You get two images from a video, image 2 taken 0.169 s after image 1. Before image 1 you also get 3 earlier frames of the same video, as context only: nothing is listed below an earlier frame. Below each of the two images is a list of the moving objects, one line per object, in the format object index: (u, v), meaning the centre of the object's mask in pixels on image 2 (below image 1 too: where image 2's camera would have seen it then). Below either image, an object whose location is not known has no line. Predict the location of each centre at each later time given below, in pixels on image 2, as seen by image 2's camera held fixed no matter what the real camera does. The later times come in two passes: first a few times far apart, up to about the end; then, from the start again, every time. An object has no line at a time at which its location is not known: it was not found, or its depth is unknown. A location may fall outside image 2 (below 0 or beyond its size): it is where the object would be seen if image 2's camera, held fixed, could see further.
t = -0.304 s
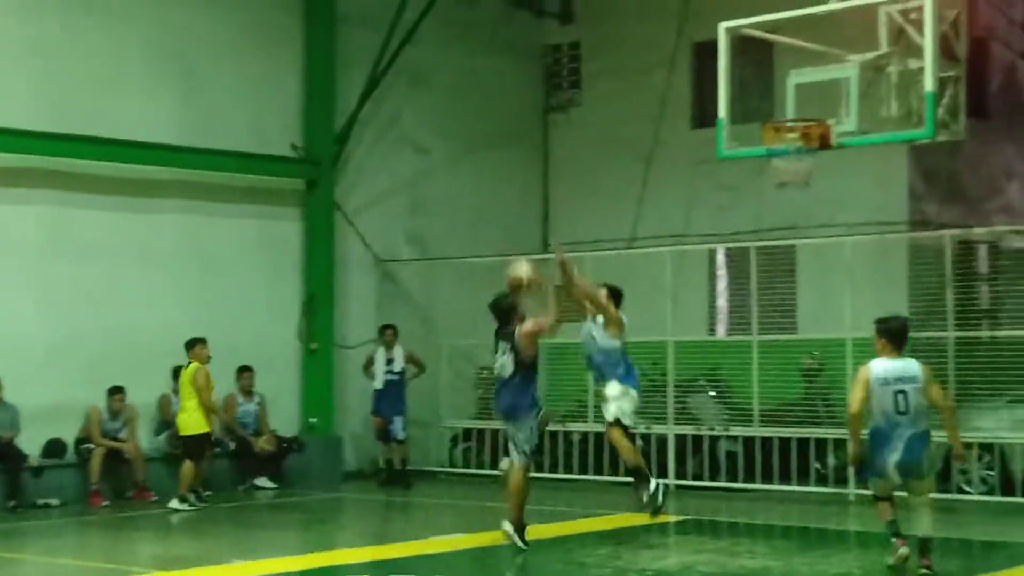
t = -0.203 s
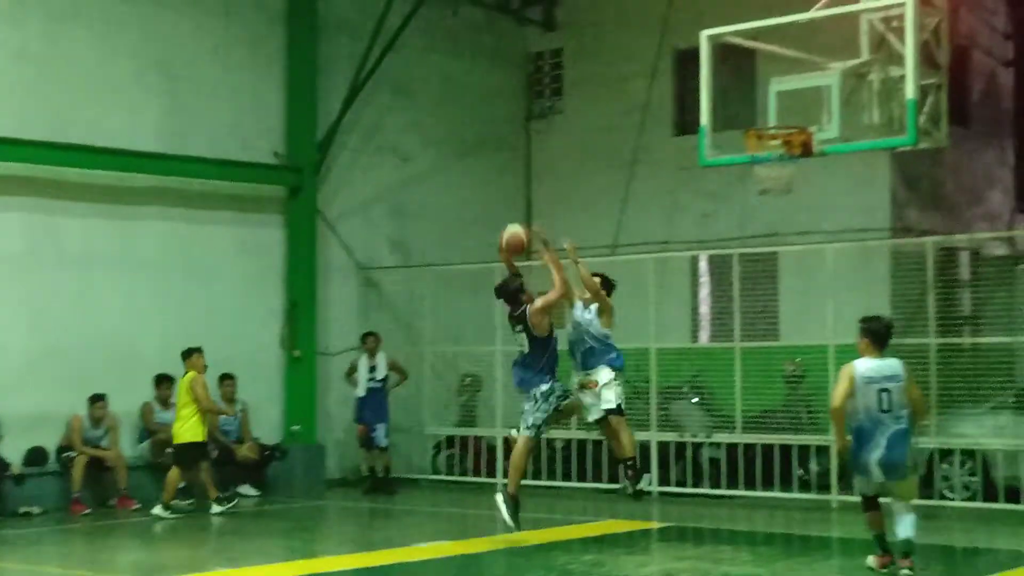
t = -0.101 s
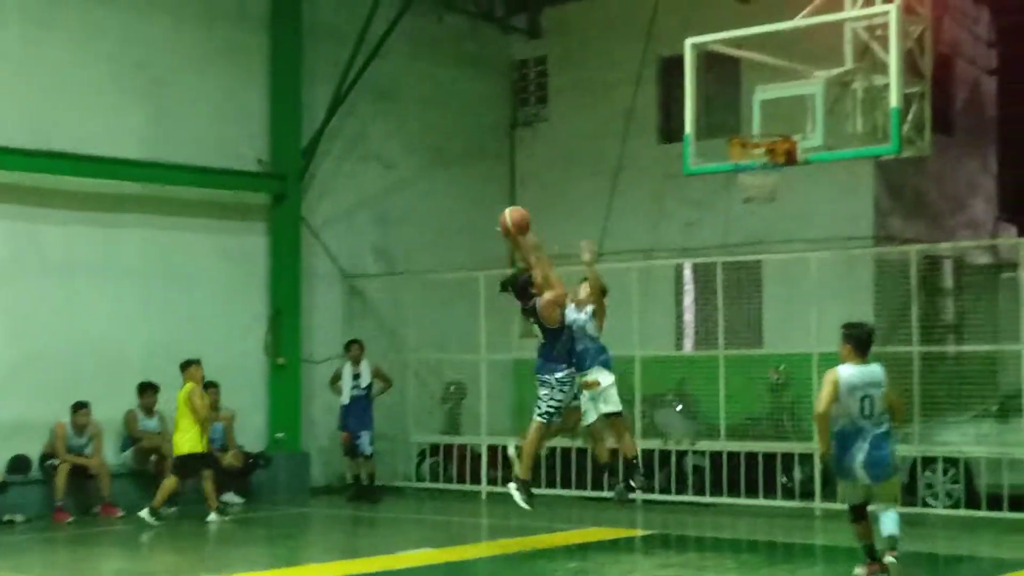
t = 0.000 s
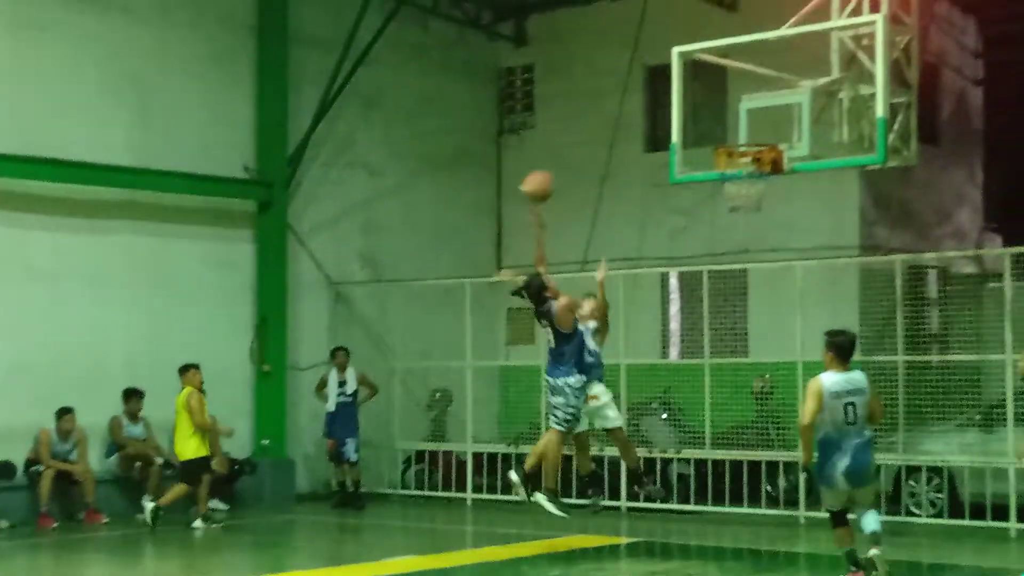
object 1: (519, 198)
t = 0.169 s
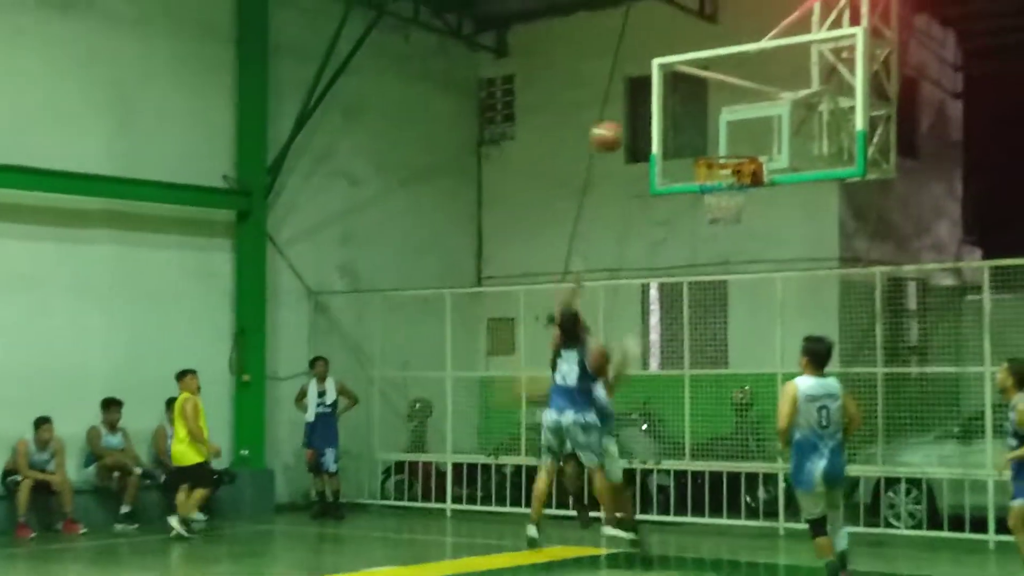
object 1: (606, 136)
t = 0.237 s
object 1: (640, 122)
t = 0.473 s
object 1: (723, 115)
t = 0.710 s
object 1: (719, 123)
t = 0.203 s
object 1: (624, 127)
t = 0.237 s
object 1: (640, 122)
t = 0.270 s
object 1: (658, 116)
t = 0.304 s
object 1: (676, 110)
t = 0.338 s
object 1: (692, 109)
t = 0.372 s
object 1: (710, 108)
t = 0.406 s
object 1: (721, 110)
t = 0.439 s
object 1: (722, 111)
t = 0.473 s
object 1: (723, 115)
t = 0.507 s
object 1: (724, 120)
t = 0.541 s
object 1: (724, 125)
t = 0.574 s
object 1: (726, 134)
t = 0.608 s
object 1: (725, 138)
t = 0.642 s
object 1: (723, 134)
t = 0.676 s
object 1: (721, 127)
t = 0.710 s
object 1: (719, 123)
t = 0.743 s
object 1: (717, 121)
